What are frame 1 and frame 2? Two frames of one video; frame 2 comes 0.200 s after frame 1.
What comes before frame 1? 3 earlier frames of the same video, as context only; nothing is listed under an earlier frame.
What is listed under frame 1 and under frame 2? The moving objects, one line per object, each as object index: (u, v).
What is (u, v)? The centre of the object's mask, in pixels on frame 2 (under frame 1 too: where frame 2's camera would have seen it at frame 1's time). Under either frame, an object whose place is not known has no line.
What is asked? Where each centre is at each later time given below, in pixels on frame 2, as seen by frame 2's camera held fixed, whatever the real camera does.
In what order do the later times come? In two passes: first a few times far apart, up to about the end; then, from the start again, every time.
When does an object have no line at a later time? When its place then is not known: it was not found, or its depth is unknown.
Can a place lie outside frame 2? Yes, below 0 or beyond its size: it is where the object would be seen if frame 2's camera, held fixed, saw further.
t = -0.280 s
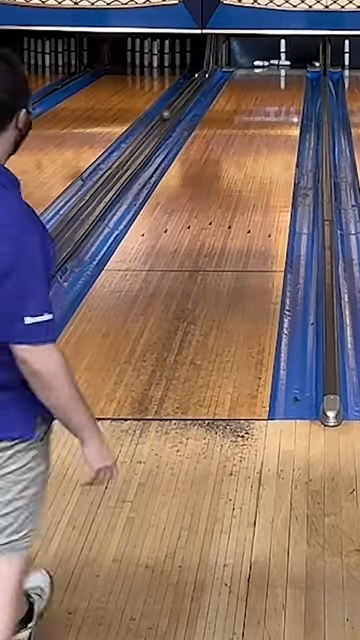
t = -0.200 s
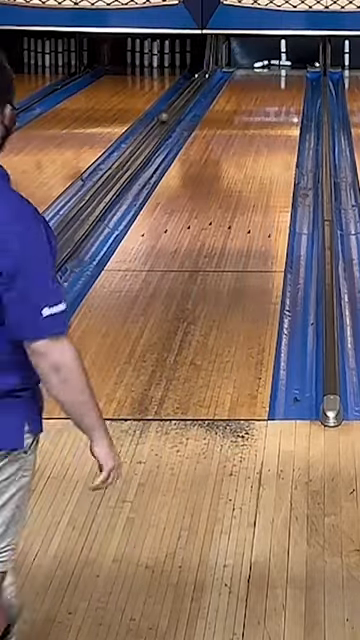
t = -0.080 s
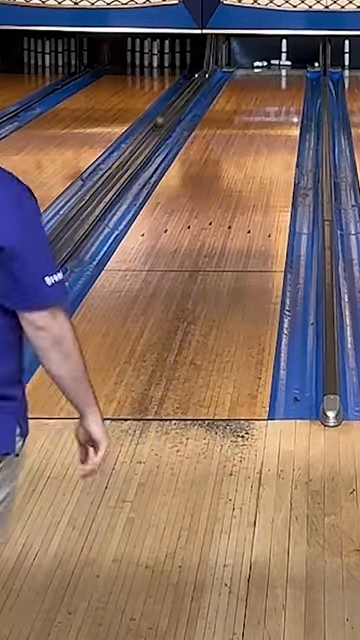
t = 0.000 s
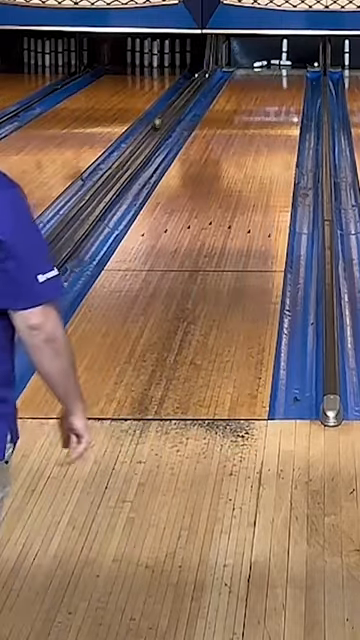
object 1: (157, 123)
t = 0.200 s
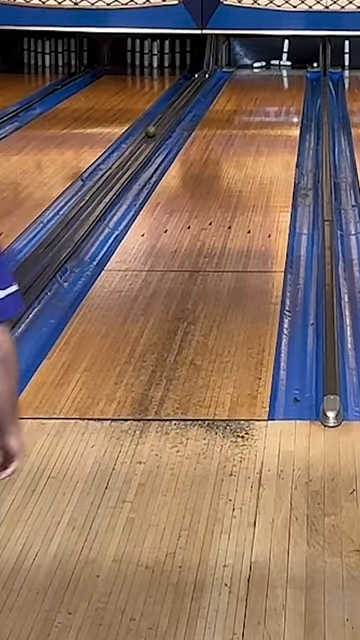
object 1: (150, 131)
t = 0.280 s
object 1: (148, 134)
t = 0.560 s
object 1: (138, 145)
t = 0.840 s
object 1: (128, 157)
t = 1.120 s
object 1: (117, 170)
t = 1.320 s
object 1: (107, 180)
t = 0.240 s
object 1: (149, 132)
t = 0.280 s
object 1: (148, 134)
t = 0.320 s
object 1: (147, 136)
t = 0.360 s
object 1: (145, 137)
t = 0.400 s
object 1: (144, 139)
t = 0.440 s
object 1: (143, 140)
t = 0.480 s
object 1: (142, 142)
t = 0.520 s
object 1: (140, 144)
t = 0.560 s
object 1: (138, 145)
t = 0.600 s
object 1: (137, 146)
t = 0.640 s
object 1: (136, 149)
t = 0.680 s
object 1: (134, 151)
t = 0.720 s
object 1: (133, 152)
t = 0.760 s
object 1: (131, 153)
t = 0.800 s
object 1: (130, 155)
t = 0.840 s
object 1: (128, 157)
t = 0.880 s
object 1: (127, 159)
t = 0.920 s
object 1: (124, 161)
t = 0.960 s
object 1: (123, 163)
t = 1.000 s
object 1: (122, 165)
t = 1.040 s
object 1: (120, 166)
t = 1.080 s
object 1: (119, 168)
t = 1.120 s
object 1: (117, 170)
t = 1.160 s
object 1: (115, 172)
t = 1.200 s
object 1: (113, 173)
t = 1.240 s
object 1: (111, 176)
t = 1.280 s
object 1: (109, 178)
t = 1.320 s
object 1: (107, 180)
